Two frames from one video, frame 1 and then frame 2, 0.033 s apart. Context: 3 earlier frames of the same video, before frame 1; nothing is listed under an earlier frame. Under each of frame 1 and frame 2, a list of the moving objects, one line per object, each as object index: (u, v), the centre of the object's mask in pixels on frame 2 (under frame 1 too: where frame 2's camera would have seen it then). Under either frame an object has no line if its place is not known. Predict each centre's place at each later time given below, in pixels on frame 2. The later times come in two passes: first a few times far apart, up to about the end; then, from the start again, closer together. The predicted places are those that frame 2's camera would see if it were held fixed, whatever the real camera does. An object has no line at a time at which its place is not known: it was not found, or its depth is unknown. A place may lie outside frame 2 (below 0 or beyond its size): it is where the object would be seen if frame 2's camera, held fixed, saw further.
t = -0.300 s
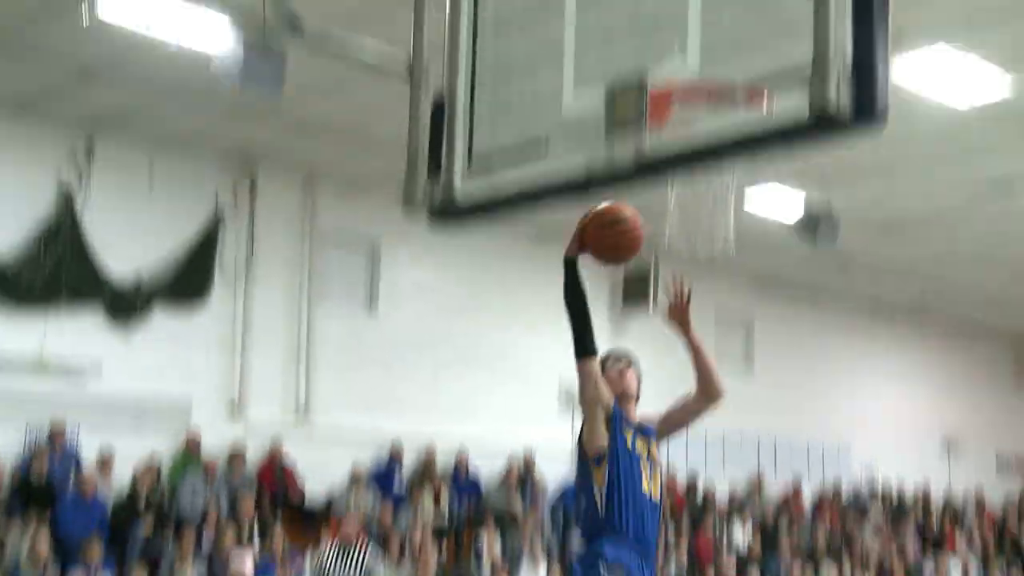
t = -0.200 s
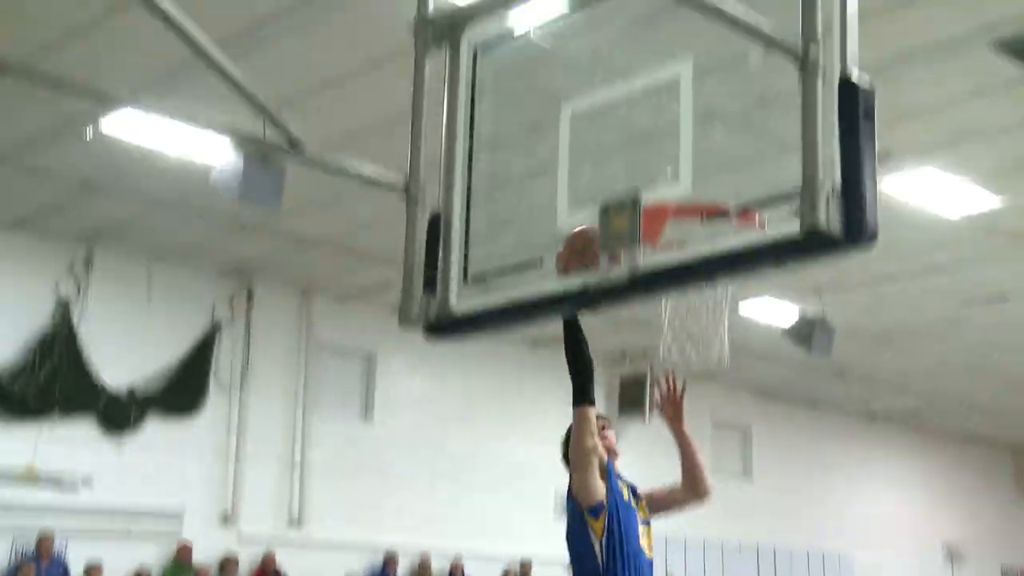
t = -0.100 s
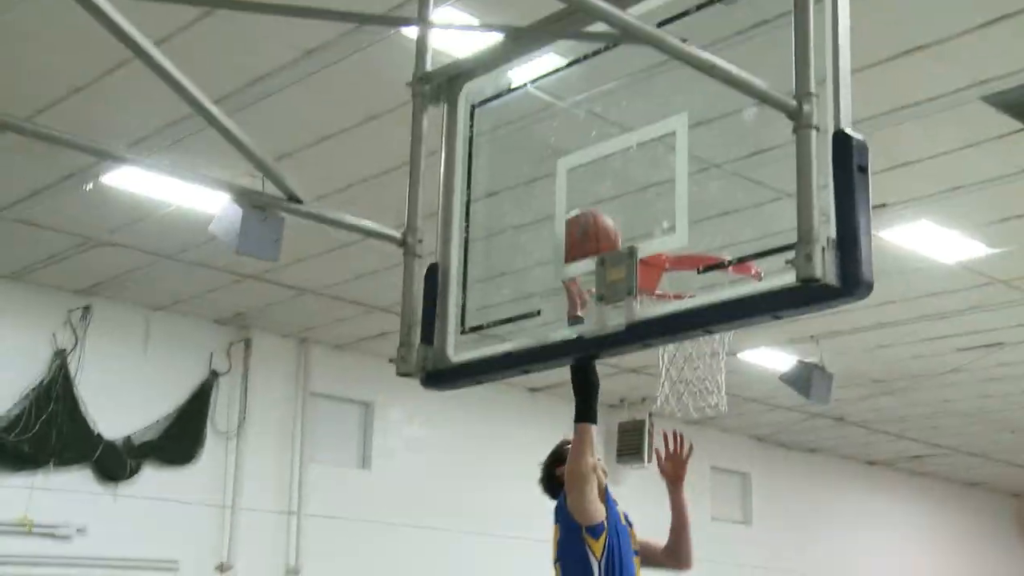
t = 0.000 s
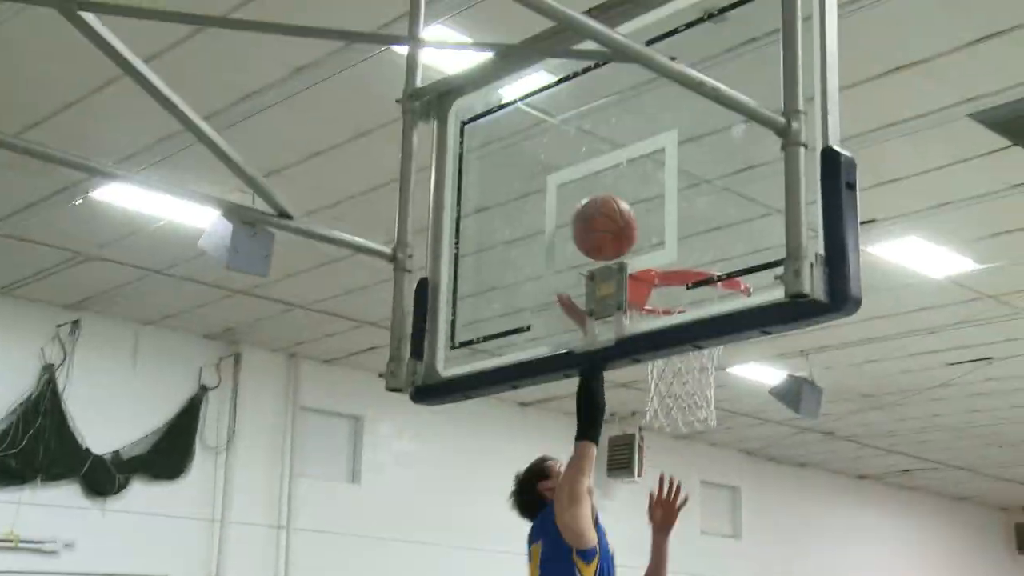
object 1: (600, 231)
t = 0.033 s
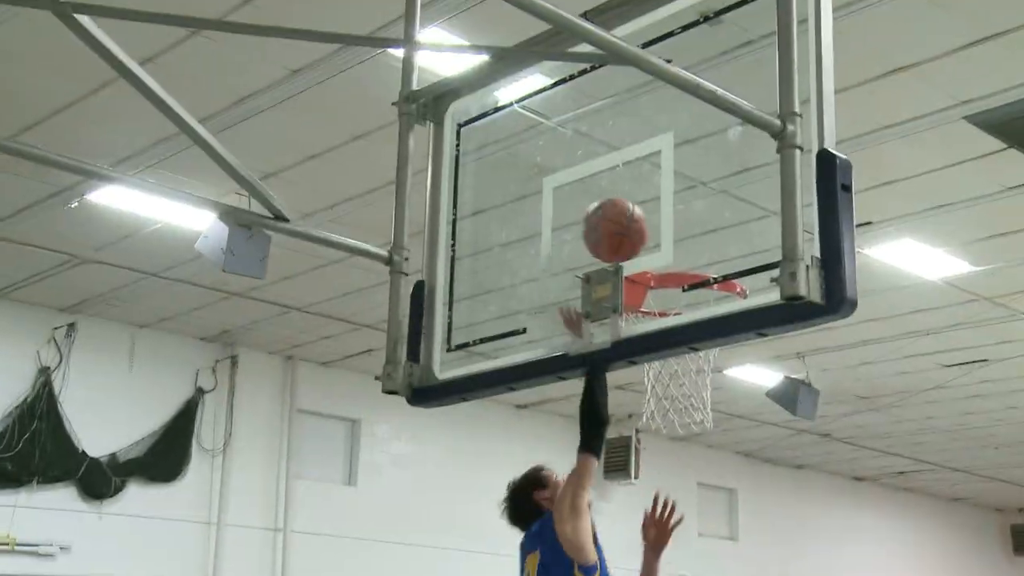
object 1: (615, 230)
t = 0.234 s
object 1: (703, 287)
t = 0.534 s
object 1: (627, 449)
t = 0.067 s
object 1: (629, 232)
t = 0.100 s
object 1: (638, 233)
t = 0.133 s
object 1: (662, 242)
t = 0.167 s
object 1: (688, 253)
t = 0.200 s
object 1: (693, 271)
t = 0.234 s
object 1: (703, 287)
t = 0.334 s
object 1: (681, 363)
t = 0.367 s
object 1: (661, 375)
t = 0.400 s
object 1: (651, 384)
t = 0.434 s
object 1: (644, 393)
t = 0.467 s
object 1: (638, 409)
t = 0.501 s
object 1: (634, 426)
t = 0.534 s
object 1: (627, 449)
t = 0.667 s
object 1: (596, 564)
